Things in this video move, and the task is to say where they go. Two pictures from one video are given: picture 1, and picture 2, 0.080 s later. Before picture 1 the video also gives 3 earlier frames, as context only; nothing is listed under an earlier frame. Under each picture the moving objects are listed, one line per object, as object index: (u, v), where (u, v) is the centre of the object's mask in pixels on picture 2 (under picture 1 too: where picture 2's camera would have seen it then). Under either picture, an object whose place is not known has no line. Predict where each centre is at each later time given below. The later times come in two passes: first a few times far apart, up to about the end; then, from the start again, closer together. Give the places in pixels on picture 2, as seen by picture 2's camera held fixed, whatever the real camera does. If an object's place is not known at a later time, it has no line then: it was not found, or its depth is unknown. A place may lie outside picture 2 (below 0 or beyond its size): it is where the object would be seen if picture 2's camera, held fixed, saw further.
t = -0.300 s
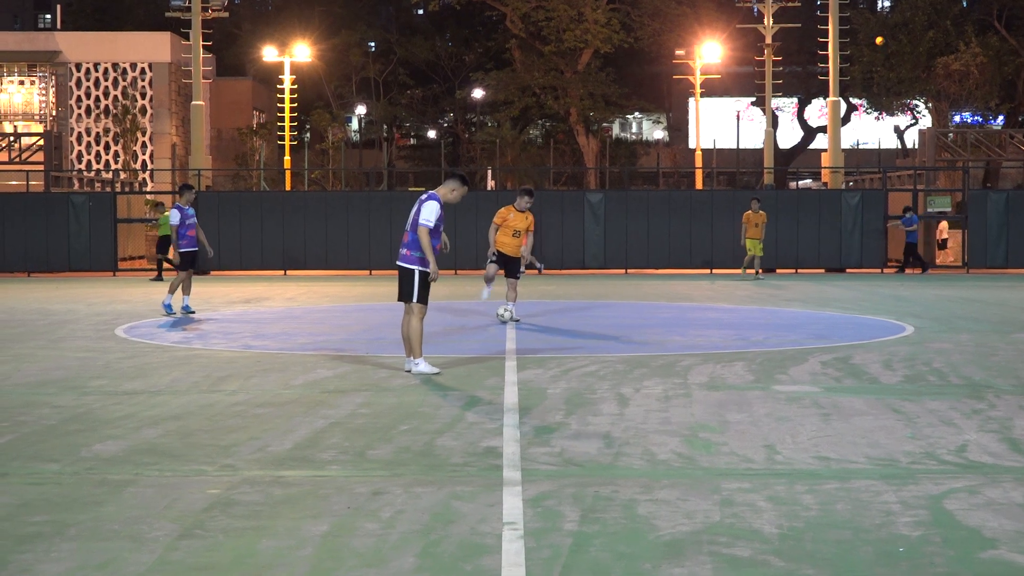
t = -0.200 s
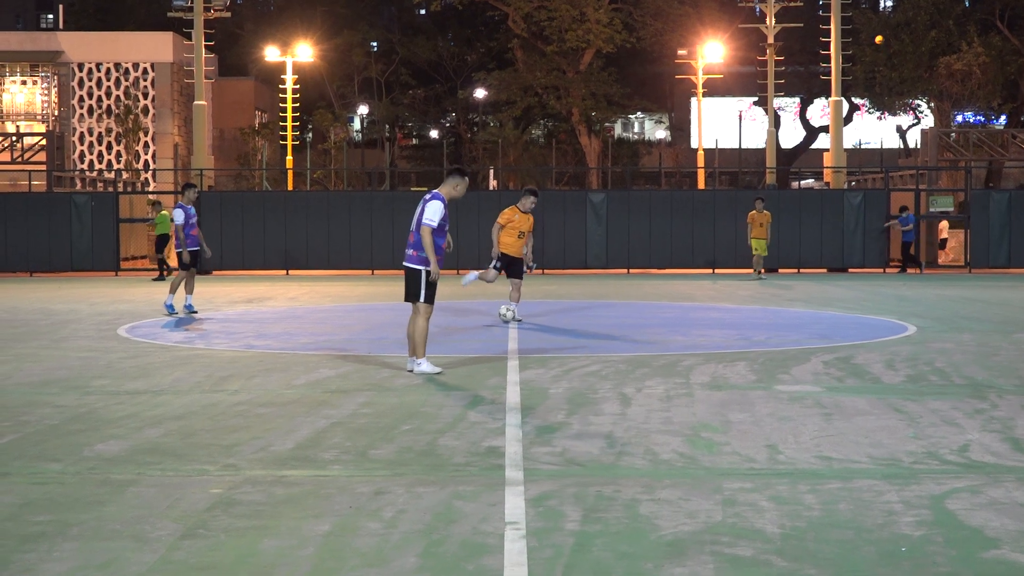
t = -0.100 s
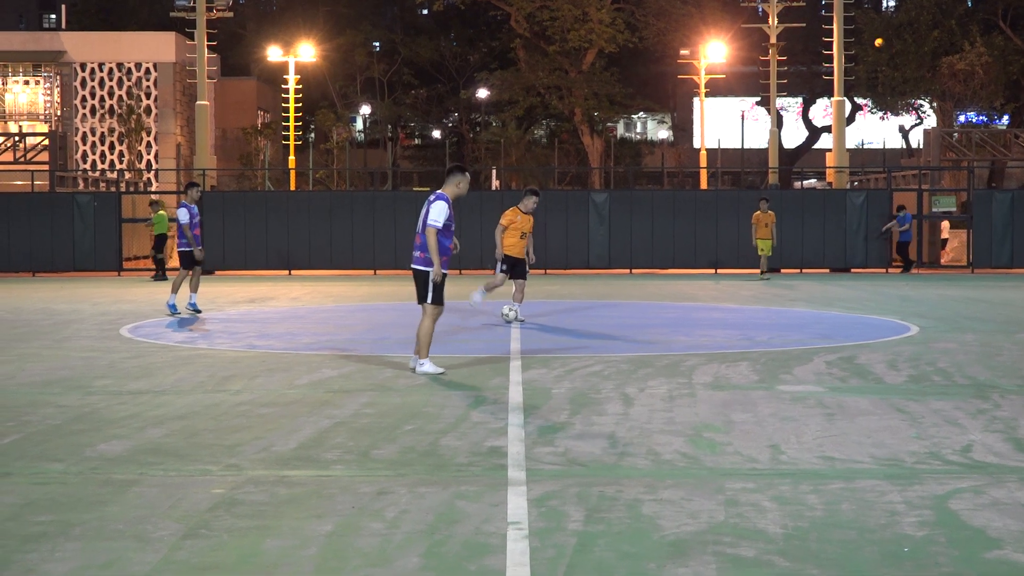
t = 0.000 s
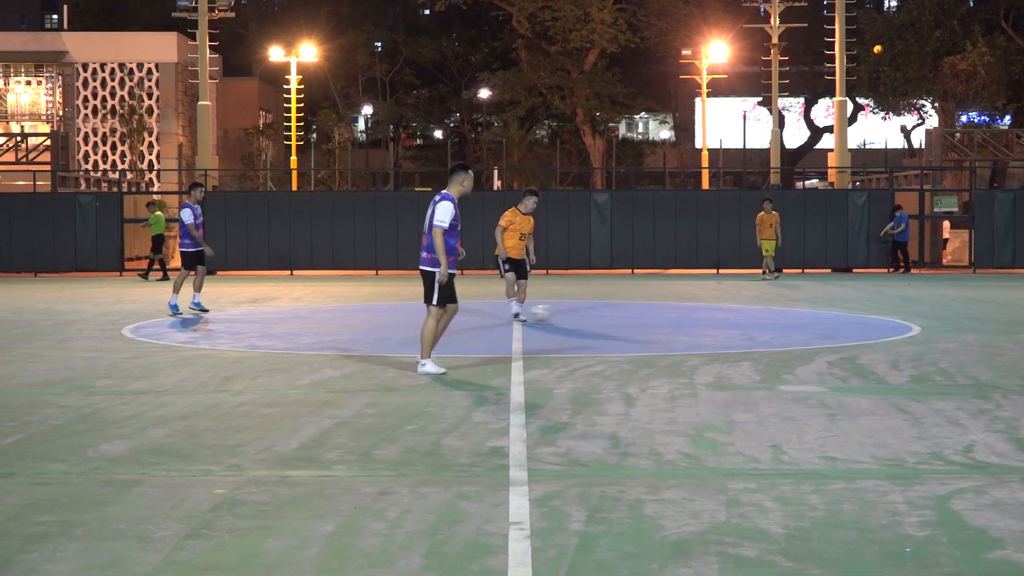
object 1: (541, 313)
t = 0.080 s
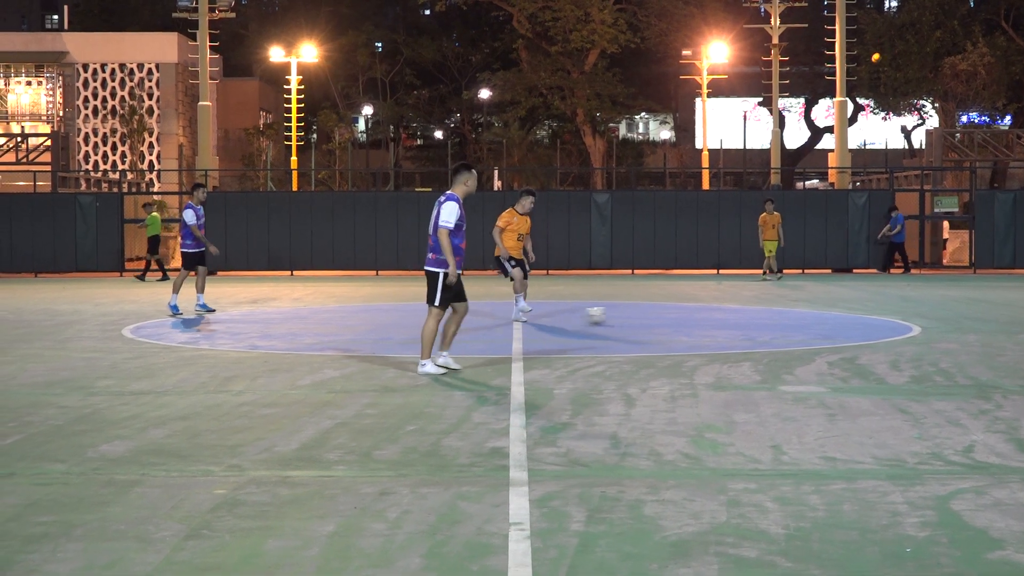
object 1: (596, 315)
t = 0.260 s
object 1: (707, 317)
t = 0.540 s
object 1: (841, 318)
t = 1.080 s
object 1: (1085, 319)
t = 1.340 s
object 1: (1212, 324)
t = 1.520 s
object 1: (1304, 324)
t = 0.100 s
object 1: (609, 315)
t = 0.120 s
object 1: (622, 314)
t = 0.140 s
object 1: (634, 314)
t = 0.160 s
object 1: (647, 315)
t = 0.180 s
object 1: (659, 315)
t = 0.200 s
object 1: (672, 316)
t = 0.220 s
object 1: (684, 317)
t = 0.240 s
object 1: (695, 317)
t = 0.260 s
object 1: (707, 317)
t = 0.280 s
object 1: (718, 318)
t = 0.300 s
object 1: (729, 318)
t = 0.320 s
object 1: (740, 318)
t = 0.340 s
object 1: (750, 318)
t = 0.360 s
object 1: (760, 318)
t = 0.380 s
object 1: (770, 319)
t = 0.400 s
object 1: (778, 318)
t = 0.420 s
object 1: (787, 318)
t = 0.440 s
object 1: (795, 317)
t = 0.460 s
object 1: (804, 318)
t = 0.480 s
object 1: (814, 318)
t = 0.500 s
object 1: (824, 319)
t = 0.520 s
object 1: (832, 318)
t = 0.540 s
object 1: (841, 318)
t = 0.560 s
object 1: (850, 317)
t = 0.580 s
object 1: (858, 318)
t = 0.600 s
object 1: (867, 318)
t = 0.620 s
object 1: (876, 319)
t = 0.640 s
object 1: (885, 318)
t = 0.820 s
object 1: (964, 318)
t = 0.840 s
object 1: (974, 319)
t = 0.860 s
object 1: (982, 320)
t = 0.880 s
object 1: (992, 320)
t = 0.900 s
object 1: (1001, 319)
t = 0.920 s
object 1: (1010, 319)
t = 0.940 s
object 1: (1020, 319)
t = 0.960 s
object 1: (1028, 319)
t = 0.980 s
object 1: (1038, 319)
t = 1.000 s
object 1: (1047, 320)
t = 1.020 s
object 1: (1057, 321)
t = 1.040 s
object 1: (1066, 321)
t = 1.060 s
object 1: (1076, 320)
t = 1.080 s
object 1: (1085, 319)
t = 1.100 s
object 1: (1095, 319)
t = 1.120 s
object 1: (1104, 320)
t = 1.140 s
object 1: (1114, 320)
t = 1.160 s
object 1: (1124, 321)
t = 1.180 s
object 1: (1134, 323)
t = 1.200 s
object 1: (1143, 323)
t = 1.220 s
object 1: (1153, 322)
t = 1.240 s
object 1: (1163, 321)
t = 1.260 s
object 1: (1172, 321)
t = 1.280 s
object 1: (1182, 321)
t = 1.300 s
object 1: (1192, 322)
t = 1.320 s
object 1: (1203, 323)
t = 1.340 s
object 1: (1212, 324)
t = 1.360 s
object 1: (1222, 324)
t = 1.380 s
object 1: (1232, 323)
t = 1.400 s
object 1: (1243, 323)
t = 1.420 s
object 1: (1251, 322)
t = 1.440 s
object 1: (1263, 323)
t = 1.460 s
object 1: (1273, 324)
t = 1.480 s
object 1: (1283, 326)
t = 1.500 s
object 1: (1293, 325)
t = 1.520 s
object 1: (1304, 324)
